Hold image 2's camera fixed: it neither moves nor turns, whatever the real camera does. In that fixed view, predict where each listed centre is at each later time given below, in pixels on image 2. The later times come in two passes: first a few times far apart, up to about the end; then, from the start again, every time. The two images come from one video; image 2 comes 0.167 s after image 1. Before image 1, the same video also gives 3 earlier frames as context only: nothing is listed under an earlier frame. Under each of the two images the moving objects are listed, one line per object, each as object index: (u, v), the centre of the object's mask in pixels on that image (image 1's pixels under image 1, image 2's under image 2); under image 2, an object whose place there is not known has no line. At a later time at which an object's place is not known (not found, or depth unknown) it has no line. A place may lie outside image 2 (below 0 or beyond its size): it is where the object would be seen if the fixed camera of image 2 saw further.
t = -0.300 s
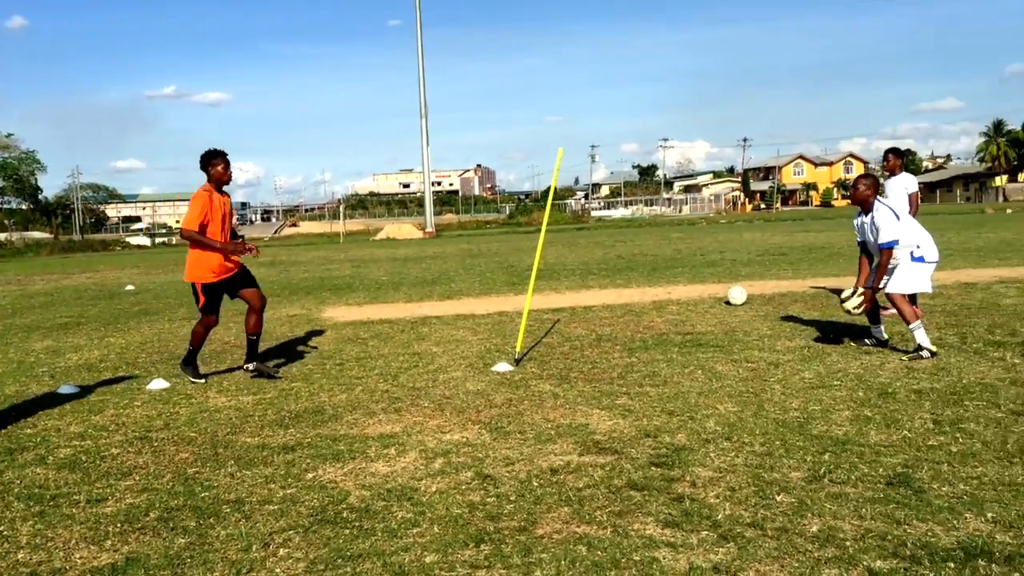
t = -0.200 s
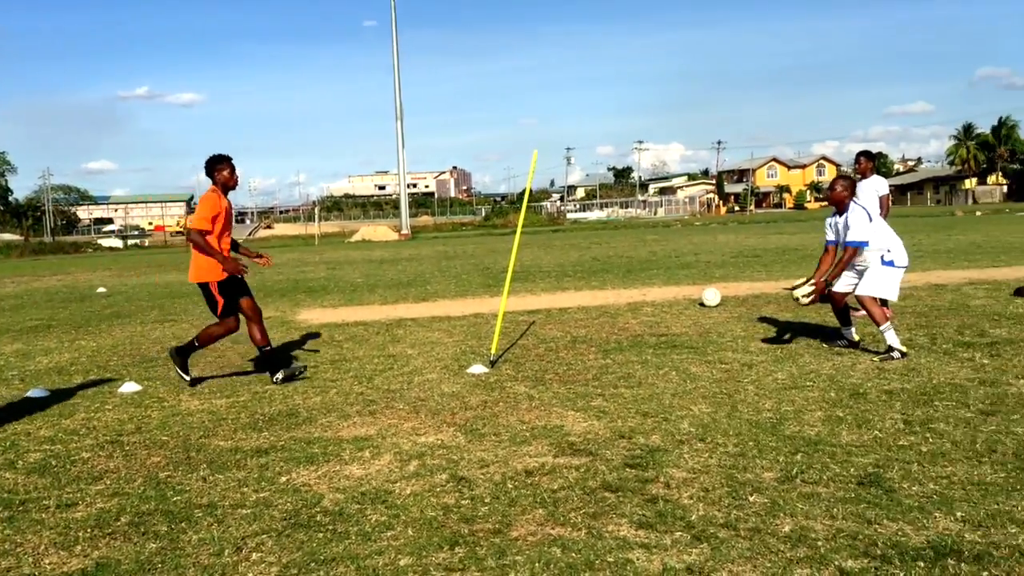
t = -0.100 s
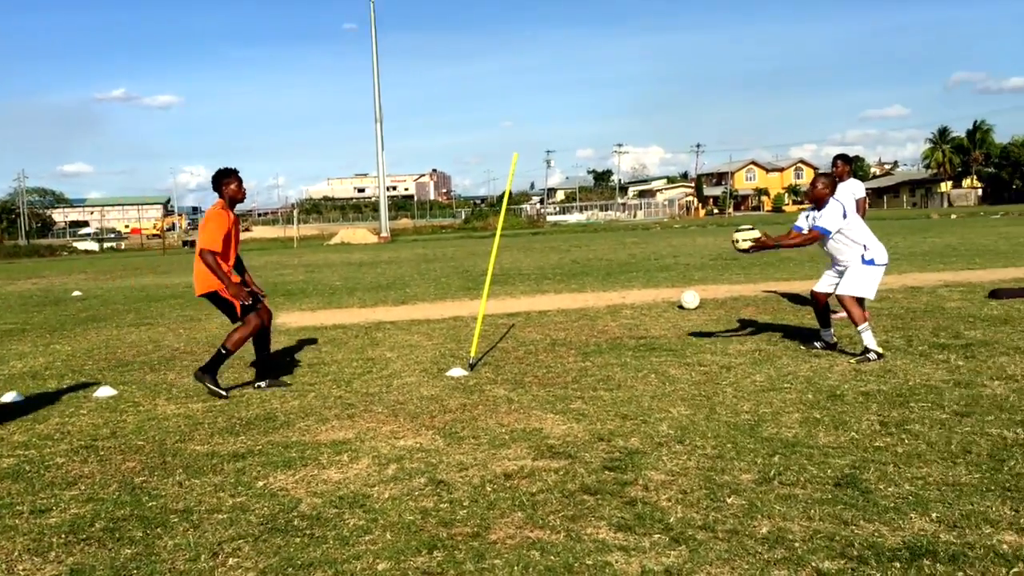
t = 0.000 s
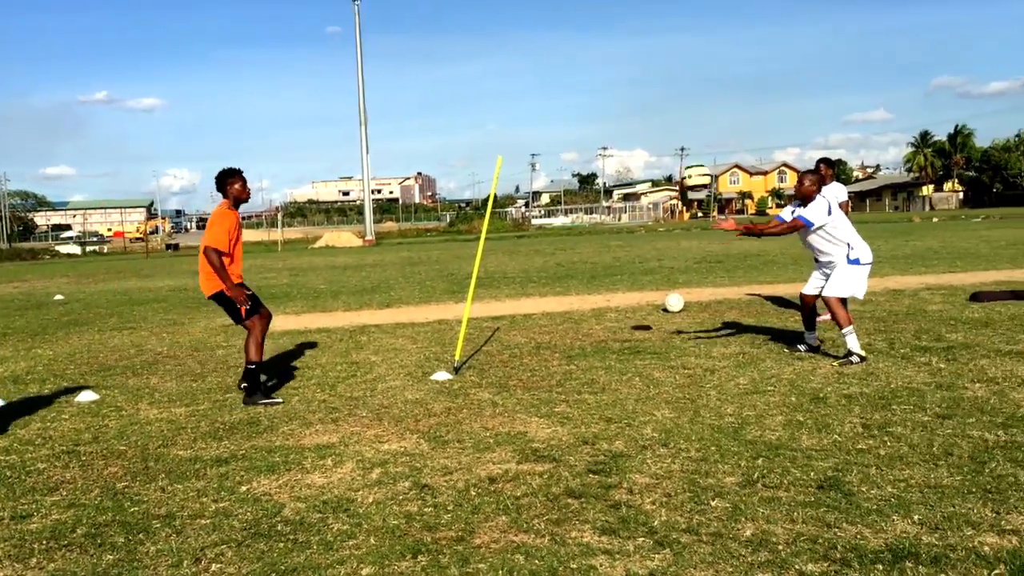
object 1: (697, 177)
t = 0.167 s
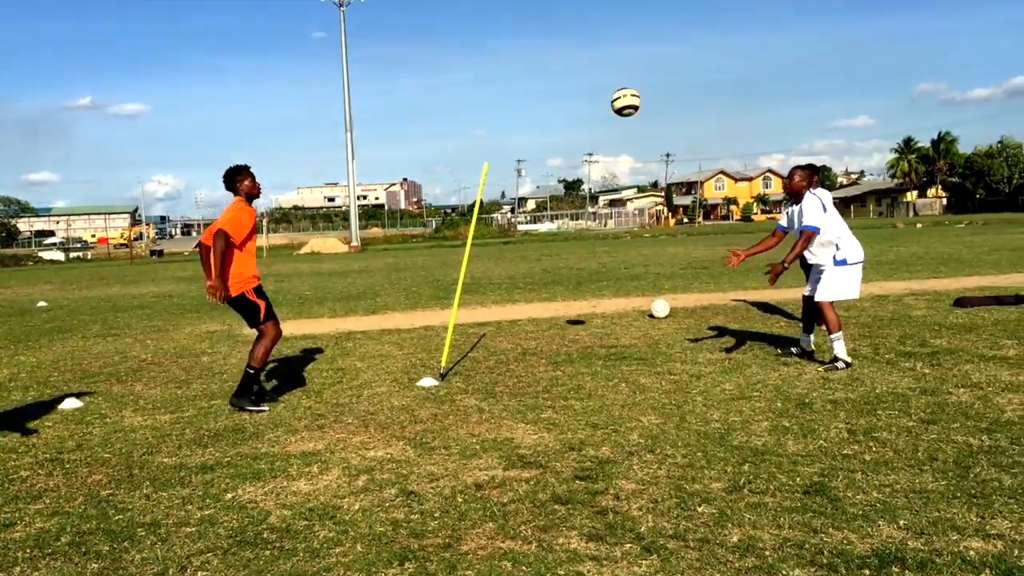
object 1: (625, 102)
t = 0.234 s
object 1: (603, 79)
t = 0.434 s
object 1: (536, 43)
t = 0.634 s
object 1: (468, 60)
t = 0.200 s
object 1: (615, 90)
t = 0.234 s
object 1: (603, 79)
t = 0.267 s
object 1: (592, 70)
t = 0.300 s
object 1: (581, 62)
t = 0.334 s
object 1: (569, 55)
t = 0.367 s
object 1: (559, 50)
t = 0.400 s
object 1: (547, 45)
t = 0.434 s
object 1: (536, 43)
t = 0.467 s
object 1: (525, 42)
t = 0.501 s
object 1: (513, 43)
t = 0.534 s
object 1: (502, 45)
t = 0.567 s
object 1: (491, 49)
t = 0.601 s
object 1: (480, 54)
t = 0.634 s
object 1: (468, 60)
